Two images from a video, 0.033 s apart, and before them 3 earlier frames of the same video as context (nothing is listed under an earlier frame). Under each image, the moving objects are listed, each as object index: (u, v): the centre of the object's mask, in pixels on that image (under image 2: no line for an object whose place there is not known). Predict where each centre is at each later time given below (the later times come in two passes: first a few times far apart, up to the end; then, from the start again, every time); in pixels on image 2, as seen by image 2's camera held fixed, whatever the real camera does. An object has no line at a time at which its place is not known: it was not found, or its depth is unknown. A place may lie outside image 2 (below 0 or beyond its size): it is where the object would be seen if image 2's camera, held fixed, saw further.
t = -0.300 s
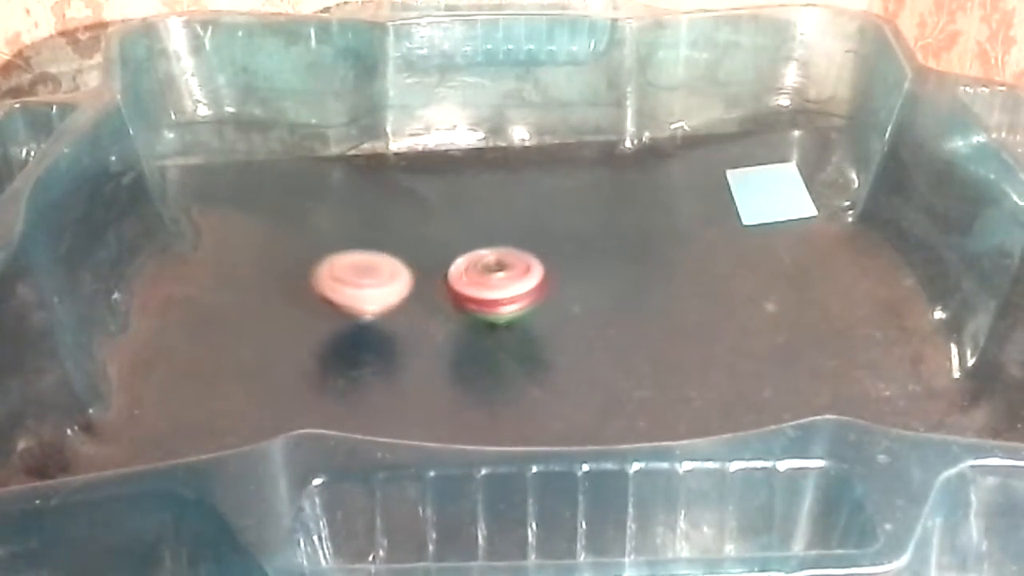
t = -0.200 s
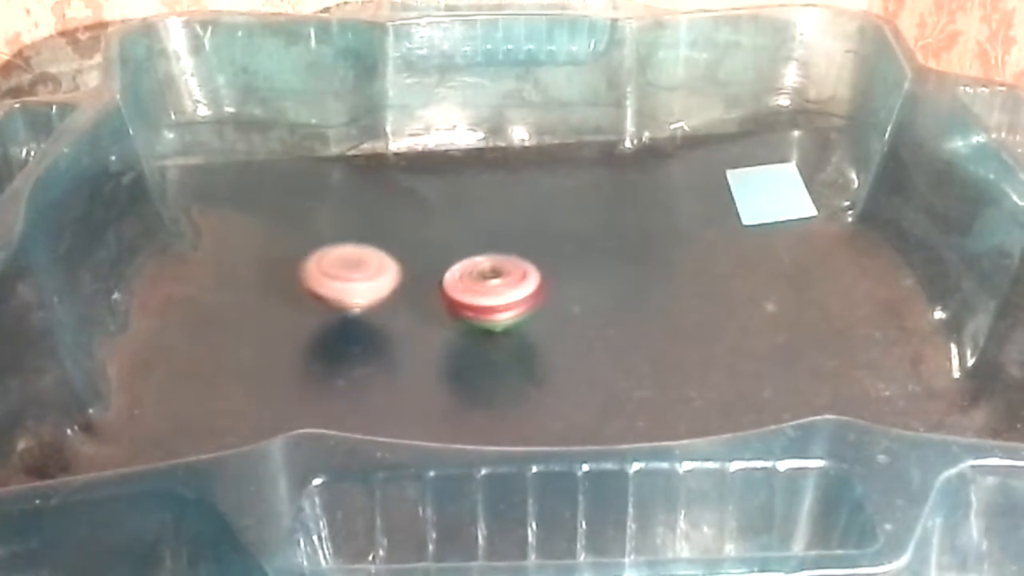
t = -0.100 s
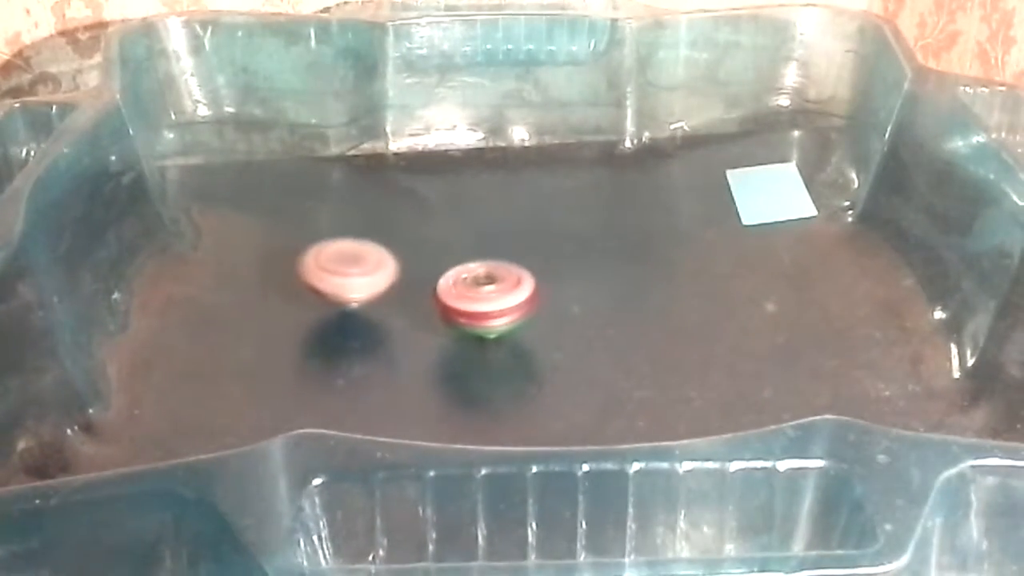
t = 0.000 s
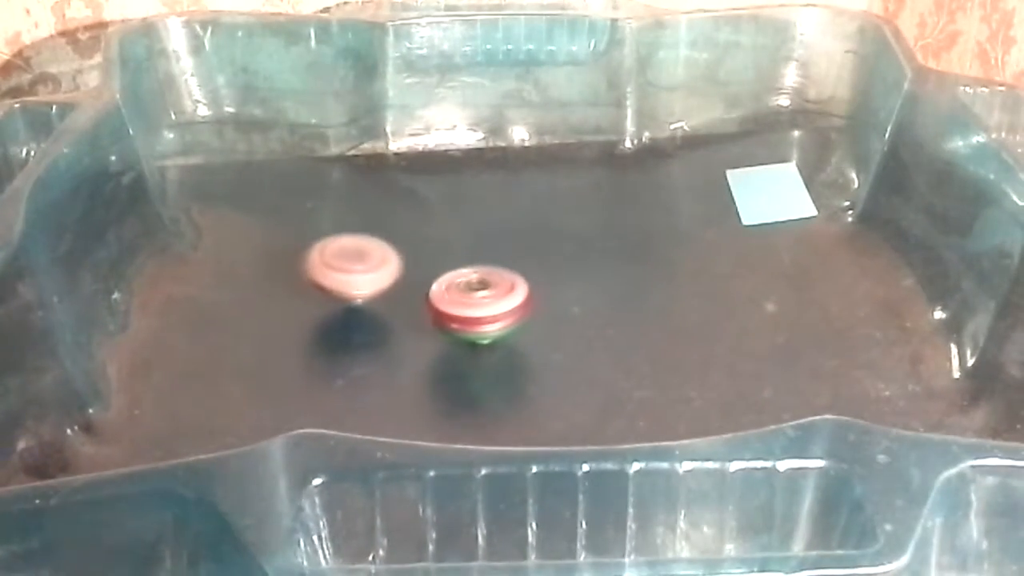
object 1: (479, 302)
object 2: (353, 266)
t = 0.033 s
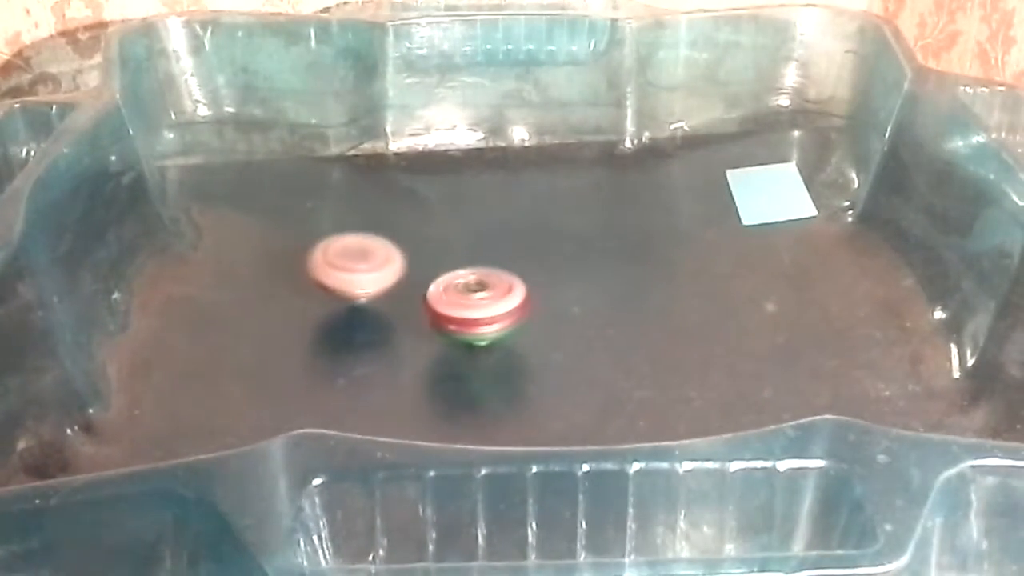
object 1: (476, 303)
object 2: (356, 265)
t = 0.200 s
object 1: (463, 309)
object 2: (386, 261)
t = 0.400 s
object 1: (455, 328)
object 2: (434, 236)
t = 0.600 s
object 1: (436, 343)
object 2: (474, 207)
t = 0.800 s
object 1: (420, 346)
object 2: (510, 189)
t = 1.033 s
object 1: (416, 341)
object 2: (541, 192)
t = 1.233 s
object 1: (433, 331)
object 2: (562, 219)
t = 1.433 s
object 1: (466, 320)
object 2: (583, 257)
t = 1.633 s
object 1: (415, 317)
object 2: (681, 284)
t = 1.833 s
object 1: (295, 314)
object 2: (839, 293)
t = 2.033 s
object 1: (259, 287)
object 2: (901, 319)
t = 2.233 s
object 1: (280, 263)
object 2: (889, 359)
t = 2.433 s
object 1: (349, 256)
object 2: (781, 384)
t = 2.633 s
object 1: (433, 269)
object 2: (659, 375)
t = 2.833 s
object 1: (497, 293)
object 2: (581, 340)
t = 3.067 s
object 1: (497, 298)
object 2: (591, 347)
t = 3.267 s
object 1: (486, 308)
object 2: (602, 319)
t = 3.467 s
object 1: (467, 311)
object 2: (602, 289)
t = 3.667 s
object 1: (453, 305)
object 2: (591, 261)
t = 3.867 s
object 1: (453, 297)
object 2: (576, 236)
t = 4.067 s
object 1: (467, 290)
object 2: (548, 220)
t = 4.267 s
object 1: (487, 291)
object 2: (513, 214)
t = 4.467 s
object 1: (502, 298)
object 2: (478, 223)
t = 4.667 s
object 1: (507, 309)
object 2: (447, 239)
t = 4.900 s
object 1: (496, 315)
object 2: (415, 265)
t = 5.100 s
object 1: (485, 314)
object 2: (387, 287)
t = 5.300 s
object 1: (490, 317)
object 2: (332, 285)
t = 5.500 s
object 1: (492, 315)
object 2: (317, 279)
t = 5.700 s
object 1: (497, 313)
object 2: (348, 278)
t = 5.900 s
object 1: (502, 311)
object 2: (399, 282)
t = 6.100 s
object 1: (529, 320)
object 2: (436, 277)
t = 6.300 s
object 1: (540, 336)
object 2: (470, 274)
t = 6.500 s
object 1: (522, 345)
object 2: (507, 277)
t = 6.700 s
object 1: (500, 341)
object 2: (547, 281)
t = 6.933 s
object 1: (493, 318)
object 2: (591, 275)
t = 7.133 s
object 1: (510, 300)
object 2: (620, 277)
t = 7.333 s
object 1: (528, 295)
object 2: (652, 285)
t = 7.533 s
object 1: (535, 294)
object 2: (658, 303)
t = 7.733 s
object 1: (524, 290)
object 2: (643, 321)
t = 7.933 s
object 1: (517, 280)
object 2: (597, 323)
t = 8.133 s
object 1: (520, 261)
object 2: (568, 323)
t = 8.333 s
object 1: (549, 250)
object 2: (541, 310)
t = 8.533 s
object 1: (572, 259)
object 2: (509, 304)
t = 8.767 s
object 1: (574, 271)
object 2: (484, 294)
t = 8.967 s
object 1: (584, 282)
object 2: (456, 279)
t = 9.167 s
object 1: (565, 289)
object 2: (464, 297)
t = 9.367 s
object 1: (554, 280)
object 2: (424, 308)
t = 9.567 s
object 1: (559, 275)
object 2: (389, 312)
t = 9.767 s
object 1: (555, 277)
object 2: (422, 304)
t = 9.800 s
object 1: (555, 276)
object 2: (429, 301)
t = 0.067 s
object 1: (474, 305)
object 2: (361, 264)
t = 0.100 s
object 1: (471, 306)
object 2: (366, 263)
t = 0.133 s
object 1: (468, 307)
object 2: (372, 262)
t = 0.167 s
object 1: (466, 309)
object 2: (379, 262)
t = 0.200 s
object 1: (463, 309)
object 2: (386, 261)
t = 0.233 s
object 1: (460, 310)
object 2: (393, 259)
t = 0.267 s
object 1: (458, 311)
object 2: (401, 258)
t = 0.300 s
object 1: (455, 313)
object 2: (410, 257)
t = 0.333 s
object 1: (455, 318)
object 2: (419, 250)
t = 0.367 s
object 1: (455, 325)
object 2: (427, 242)
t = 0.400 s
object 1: (455, 328)
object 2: (434, 236)
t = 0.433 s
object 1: (453, 330)
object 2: (440, 231)
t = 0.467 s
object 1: (450, 332)
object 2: (447, 225)
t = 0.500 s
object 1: (447, 335)
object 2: (454, 220)
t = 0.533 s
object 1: (443, 338)
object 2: (461, 215)
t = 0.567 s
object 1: (440, 340)
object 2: (467, 211)
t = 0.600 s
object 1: (436, 343)
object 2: (474, 207)
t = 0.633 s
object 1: (433, 344)
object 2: (481, 203)
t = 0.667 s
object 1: (430, 345)
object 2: (488, 199)
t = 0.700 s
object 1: (428, 346)
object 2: (494, 196)
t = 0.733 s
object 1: (425, 346)
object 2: (500, 193)
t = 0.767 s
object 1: (422, 346)
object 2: (505, 190)
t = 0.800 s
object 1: (420, 346)
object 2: (510, 189)
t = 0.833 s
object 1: (418, 346)
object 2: (515, 187)
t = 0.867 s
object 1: (416, 346)
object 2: (520, 187)
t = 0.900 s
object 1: (416, 345)
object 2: (525, 187)
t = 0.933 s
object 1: (415, 345)
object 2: (529, 187)
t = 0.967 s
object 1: (415, 344)
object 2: (533, 188)
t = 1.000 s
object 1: (415, 343)
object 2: (537, 190)
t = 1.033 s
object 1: (416, 341)
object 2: (541, 192)
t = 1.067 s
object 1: (417, 340)
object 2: (545, 195)
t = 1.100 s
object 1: (419, 338)
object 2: (549, 199)
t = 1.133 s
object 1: (422, 337)
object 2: (552, 203)
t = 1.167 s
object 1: (425, 335)
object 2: (555, 208)
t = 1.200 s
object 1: (429, 333)
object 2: (558, 214)
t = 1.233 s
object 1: (433, 331)
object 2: (562, 219)
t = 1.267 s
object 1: (438, 330)
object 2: (566, 225)
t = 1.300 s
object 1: (443, 328)
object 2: (570, 232)
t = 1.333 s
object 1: (449, 326)
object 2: (573, 237)
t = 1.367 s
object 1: (454, 324)
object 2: (576, 244)
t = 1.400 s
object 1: (460, 322)
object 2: (579, 251)
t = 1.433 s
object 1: (466, 320)
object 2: (583, 257)
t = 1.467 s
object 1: (473, 318)
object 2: (585, 263)
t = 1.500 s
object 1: (478, 317)
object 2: (588, 269)
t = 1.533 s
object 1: (485, 315)
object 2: (589, 275)
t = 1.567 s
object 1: (491, 314)
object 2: (589, 282)
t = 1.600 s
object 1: (458, 315)
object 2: (627, 284)
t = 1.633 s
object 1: (415, 317)
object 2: (681, 284)
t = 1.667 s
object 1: (378, 320)
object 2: (724, 285)
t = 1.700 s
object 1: (352, 320)
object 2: (763, 286)
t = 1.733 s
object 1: (334, 321)
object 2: (790, 287)
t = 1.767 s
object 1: (320, 320)
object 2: (809, 289)
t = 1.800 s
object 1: (307, 318)
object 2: (824, 291)
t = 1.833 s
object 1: (295, 314)
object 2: (839, 293)
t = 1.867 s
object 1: (285, 311)
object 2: (853, 296)
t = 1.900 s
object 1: (277, 306)
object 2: (865, 299)
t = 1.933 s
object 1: (269, 301)
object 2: (876, 303)
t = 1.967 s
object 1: (263, 296)
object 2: (885, 308)
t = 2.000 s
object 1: (261, 292)
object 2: (894, 313)
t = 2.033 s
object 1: (259, 287)
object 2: (901, 319)
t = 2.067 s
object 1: (259, 281)
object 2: (906, 325)
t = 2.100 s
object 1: (259, 277)
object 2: (909, 332)
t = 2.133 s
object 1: (263, 273)
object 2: (908, 338)
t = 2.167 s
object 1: (267, 269)
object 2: (906, 345)
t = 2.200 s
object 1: (273, 265)
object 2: (899, 351)
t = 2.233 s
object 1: (280, 263)
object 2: (889, 359)
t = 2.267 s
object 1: (289, 260)
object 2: (877, 364)
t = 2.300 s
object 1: (299, 258)
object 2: (861, 369)
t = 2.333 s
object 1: (310, 257)
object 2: (844, 374)
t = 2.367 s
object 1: (322, 255)
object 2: (825, 378)
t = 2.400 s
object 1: (335, 256)
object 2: (804, 381)
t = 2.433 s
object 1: (349, 256)
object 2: (781, 384)
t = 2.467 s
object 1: (362, 257)
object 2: (760, 386)
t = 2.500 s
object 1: (376, 259)
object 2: (740, 386)
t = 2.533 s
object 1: (391, 261)
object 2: (719, 385)
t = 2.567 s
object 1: (405, 263)
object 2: (698, 384)
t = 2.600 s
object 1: (419, 266)
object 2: (678, 379)
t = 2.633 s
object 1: (433, 269)
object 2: (659, 375)
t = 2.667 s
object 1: (446, 273)
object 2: (642, 369)
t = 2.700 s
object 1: (460, 277)
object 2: (625, 363)
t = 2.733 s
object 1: (472, 283)
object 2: (609, 357)
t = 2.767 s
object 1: (484, 289)
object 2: (596, 350)
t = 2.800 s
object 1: (494, 295)
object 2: (584, 342)
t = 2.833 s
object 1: (497, 293)
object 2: (581, 340)
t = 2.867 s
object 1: (495, 290)
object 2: (589, 347)
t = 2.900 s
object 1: (496, 288)
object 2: (592, 355)
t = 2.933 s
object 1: (497, 289)
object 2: (590, 358)
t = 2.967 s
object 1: (497, 291)
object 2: (587, 358)
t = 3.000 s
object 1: (497, 294)
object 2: (586, 355)
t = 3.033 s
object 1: (498, 296)
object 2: (590, 351)
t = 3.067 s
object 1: (497, 298)
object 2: (591, 347)
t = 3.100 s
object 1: (496, 300)
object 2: (593, 343)
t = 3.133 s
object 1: (495, 301)
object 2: (596, 338)
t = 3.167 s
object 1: (492, 304)
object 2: (598, 333)
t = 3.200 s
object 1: (490, 305)
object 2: (600, 329)
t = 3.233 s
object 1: (489, 307)
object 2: (601, 324)
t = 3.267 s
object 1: (486, 308)
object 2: (602, 319)
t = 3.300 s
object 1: (484, 309)
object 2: (603, 314)
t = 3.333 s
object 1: (481, 310)
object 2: (603, 309)
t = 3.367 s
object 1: (476, 310)
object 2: (603, 304)
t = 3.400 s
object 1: (474, 311)
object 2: (603, 300)
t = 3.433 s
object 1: (471, 311)
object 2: (603, 294)
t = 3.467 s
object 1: (467, 311)
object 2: (602, 289)
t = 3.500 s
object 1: (465, 311)
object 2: (601, 285)
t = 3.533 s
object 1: (461, 310)
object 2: (599, 280)
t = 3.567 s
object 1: (458, 309)
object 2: (597, 275)
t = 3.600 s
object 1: (456, 308)
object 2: (595, 270)
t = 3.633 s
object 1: (454, 307)
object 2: (593, 266)
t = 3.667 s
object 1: (453, 305)
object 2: (591, 261)
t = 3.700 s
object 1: (451, 304)
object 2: (590, 257)
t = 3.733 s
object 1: (450, 302)
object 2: (588, 252)
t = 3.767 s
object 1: (450, 301)
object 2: (586, 248)
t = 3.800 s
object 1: (451, 299)
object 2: (583, 244)
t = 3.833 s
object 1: (451, 297)
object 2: (580, 240)
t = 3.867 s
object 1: (453, 297)
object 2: (576, 236)
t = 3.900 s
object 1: (454, 295)
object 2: (571, 233)
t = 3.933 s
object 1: (456, 294)
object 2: (567, 230)
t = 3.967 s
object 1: (458, 293)
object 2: (562, 227)
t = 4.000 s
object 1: (460, 292)
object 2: (558, 224)
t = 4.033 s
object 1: (463, 291)
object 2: (553, 222)
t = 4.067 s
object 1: (467, 290)
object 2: (548, 220)
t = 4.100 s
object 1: (469, 290)
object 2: (542, 218)
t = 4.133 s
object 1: (473, 290)
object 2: (537, 217)
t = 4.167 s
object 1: (477, 289)
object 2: (530, 215)
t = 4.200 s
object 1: (479, 290)
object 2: (525, 215)
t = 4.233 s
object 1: (483, 290)
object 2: (519, 214)
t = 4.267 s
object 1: (487, 291)
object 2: (513, 214)
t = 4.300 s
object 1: (489, 292)
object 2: (507, 215)
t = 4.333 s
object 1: (492, 293)
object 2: (501, 216)
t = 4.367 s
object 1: (495, 294)
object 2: (495, 217)
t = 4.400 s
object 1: (498, 295)
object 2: (490, 218)
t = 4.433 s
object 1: (500, 297)
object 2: (484, 220)
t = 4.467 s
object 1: (502, 298)
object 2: (478, 223)
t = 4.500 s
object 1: (504, 300)
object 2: (473, 225)
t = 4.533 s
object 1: (505, 301)
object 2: (468, 227)
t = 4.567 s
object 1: (506, 304)
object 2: (462, 230)
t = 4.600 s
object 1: (507, 306)
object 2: (457, 233)
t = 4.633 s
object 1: (507, 307)
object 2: (452, 236)
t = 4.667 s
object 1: (507, 309)
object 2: (447, 239)
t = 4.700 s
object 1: (507, 310)
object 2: (443, 242)
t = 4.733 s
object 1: (504, 311)
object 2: (438, 246)
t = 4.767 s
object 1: (503, 312)
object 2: (433, 249)
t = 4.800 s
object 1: (502, 314)
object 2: (429, 253)
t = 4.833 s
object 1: (499, 315)
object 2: (424, 257)
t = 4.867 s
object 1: (498, 316)
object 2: (420, 261)
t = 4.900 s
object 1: (496, 315)
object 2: (415, 265)
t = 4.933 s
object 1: (493, 316)
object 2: (410, 269)
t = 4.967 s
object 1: (491, 315)
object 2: (405, 273)
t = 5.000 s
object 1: (488, 316)
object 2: (401, 277)
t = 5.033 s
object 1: (487, 316)
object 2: (398, 280)
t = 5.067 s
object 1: (485, 315)
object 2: (393, 284)
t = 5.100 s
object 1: (485, 314)
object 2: (387, 287)
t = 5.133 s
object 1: (488, 315)
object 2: (375, 287)
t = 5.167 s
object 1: (488, 316)
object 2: (364, 287)
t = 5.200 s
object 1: (489, 316)
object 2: (354, 287)
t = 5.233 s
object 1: (490, 316)
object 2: (346, 287)
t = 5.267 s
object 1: (490, 317)
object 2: (339, 286)
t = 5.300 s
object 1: (490, 317)
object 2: (332, 285)
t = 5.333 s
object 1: (490, 316)
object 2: (326, 284)
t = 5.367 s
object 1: (492, 316)
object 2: (323, 284)
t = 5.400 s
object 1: (492, 316)
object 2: (320, 282)
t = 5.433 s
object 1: (492, 316)
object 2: (318, 281)
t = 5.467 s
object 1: (492, 315)
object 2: (317, 281)
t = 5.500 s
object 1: (492, 315)
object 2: (317, 279)
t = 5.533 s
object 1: (493, 315)
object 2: (319, 278)
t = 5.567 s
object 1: (494, 315)
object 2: (322, 278)
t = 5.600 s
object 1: (495, 314)
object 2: (327, 277)
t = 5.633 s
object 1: (495, 314)
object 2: (334, 277)
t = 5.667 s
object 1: (495, 313)
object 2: (341, 278)
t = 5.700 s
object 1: (497, 313)
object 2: (348, 278)
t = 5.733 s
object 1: (497, 312)
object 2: (356, 278)
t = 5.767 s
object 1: (499, 312)
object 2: (363, 278)
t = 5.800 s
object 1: (499, 311)
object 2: (372, 279)
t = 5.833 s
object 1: (501, 312)
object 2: (380, 279)
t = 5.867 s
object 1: (502, 311)
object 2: (390, 280)
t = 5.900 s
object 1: (502, 311)
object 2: (399, 282)
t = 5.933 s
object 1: (506, 310)
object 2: (407, 282)
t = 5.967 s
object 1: (511, 311)
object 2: (413, 282)
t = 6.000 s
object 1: (515, 313)
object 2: (420, 281)
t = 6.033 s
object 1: (521, 315)
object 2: (425, 280)
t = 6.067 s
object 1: (525, 318)
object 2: (430, 278)
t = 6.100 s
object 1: (529, 320)
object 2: (436, 277)
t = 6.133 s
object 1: (534, 322)
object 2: (442, 276)
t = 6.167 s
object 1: (538, 325)
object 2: (447, 276)
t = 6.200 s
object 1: (538, 328)
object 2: (452, 274)
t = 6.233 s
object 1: (541, 331)
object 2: (459, 274)
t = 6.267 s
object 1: (540, 333)
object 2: (464, 274)
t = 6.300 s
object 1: (540, 336)
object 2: (470, 274)
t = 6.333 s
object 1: (539, 338)
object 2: (476, 275)
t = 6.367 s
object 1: (537, 340)
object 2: (482, 275)
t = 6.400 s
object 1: (534, 342)
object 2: (489, 275)
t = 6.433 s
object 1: (530, 344)
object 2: (494, 276)
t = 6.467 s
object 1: (528, 345)
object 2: (500, 276)
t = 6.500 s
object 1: (522, 345)
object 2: (507, 277)
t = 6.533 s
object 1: (518, 346)
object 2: (513, 279)
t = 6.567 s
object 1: (514, 345)
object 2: (519, 280)
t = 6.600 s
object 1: (511, 345)
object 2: (525, 281)
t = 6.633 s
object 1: (507, 344)
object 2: (531, 282)
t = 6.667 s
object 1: (504, 342)
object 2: (538, 282)
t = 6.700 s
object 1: (500, 341)
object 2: (547, 281)
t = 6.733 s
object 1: (497, 339)
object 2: (552, 280)
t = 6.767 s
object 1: (495, 335)
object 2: (558, 279)
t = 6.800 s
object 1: (493, 332)
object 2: (565, 277)
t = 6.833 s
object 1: (492, 329)
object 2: (572, 276)
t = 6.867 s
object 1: (491, 325)
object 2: (580, 276)
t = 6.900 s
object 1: (492, 322)
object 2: (586, 274)
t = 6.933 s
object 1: (493, 318)
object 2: (591, 275)
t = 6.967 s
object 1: (496, 315)
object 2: (596, 274)
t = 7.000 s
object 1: (499, 311)
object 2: (600, 275)
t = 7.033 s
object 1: (503, 308)
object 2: (604, 275)
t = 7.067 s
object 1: (507, 305)
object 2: (608, 276)
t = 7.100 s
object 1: (512, 303)
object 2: (610, 277)
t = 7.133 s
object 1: (510, 300)
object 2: (620, 277)
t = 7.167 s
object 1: (512, 298)
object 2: (626, 278)
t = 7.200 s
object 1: (516, 297)
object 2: (632, 278)
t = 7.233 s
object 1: (518, 297)
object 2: (639, 280)
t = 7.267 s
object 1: (521, 295)
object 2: (645, 281)
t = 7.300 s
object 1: (525, 295)
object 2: (648, 283)
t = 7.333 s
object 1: (528, 295)
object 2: (652, 285)
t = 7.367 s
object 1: (531, 295)
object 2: (654, 288)
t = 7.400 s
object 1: (534, 294)
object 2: (655, 290)
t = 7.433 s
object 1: (538, 295)
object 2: (655, 292)
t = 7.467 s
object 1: (540, 295)
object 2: (654, 295)
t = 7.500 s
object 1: (538, 294)
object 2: (657, 299)
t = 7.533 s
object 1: (535, 294)
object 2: (658, 303)
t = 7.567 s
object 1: (534, 294)
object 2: (658, 306)
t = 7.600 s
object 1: (532, 293)
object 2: (659, 309)
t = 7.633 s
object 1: (529, 293)
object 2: (658, 312)
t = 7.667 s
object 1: (527, 292)
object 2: (653, 315)
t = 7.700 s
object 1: (527, 291)
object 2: (648, 318)
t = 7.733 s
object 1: (524, 290)
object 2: (643, 321)
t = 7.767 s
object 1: (522, 289)
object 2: (635, 323)
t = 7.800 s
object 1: (521, 287)
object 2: (628, 324)
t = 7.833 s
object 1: (521, 286)
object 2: (620, 325)
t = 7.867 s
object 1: (519, 285)
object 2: (613, 325)
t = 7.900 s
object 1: (518, 283)
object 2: (604, 323)
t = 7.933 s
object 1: (517, 280)
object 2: (597, 323)
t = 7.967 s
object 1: (516, 276)
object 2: (593, 323)
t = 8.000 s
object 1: (514, 272)
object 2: (589, 325)
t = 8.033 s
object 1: (516, 270)
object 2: (584, 326)
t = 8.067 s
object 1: (517, 267)
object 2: (579, 326)
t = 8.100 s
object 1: (518, 264)
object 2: (574, 325)
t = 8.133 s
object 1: (520, 261)
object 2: (568, 323)
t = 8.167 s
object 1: (525, 259)
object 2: (561, 323)
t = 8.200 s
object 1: (529, 256)
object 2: (556, 320)
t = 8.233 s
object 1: (532, 255)
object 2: (552, 319)
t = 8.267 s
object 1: (537, 252)
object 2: (548, 316)
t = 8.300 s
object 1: (541, 252)
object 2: (545, 313)
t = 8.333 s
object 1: (549, 250)
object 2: (541, 310)
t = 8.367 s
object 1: (553, 250)
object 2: (537, 309)
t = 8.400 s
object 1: (558, 251)
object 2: (531, 308)
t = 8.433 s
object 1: (564, 253)
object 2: (527, 306)
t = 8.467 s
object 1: (567, 255)
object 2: (520, 306)
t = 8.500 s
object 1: (570, 257)
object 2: (512, 305)
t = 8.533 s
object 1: (572, 259)
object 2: (509, 304)
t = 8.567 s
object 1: (576, 261)
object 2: (500, 304)
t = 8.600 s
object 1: (577, 263)
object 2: (493, 303)
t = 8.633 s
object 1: (577, 266)
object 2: (489, 306)
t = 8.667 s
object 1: (576, 268)
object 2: (489, 302)
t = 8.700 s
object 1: (575, 270)
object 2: (488, 299)
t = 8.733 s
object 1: (576, 271)
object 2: (487, 297)
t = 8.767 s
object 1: (574, 271)
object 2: (484, 294)
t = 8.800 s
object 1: (575, 272)
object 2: (480, 293)
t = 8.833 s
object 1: (583, 274)
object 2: (470, 291)
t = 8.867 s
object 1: (586, 277)
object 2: (456, 288)
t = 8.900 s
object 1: (584, 281)
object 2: (450, 285)
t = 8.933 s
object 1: (582, 281)
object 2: (450, 282)
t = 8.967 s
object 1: (584, 282)
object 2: (456, 279)
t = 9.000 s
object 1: (586, 283)
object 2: (462, 279)
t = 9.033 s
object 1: (586, 284)
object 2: (470, 286)
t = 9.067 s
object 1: (581, 286)
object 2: (469, 291)
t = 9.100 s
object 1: (574, 287)
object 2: (467, 295)
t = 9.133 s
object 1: (569, 289)
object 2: (464, 294)
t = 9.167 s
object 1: (565, 289)
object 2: (464, 297)
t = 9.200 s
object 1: (562, 287)
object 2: (464, 298)
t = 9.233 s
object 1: (557, 285)
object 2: (466, 300)
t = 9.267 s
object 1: (554, 282)
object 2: (460, 298)
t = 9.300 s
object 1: (556, 281)
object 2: (449, 302)
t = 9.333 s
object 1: (555, 281)
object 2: (434, 299)
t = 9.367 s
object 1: (554, 280)
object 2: (424, 308)
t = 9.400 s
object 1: (551, 278)
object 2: (413, 309)
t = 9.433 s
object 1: (552, 276)
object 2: (400, 306)
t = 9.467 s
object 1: (554, 275)
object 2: (393, 311)
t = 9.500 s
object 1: (556, 274)
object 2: (382, 318)
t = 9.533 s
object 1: (559, 275)
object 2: (387, 314)
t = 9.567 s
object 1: (559, 275)
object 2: (389, 312)
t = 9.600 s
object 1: (558, 276)
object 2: (394, 312)
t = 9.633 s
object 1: (557, 276)
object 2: (398, 310)
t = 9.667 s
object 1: (555, 276)
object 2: (401, 309)
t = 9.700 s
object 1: (554, 277)
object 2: (406, 308)
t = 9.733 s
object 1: (555, 277)
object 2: (413, 306)
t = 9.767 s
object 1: (555, 277)
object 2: (422, 304)
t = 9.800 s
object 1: (555, 276)
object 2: (429, 301)
